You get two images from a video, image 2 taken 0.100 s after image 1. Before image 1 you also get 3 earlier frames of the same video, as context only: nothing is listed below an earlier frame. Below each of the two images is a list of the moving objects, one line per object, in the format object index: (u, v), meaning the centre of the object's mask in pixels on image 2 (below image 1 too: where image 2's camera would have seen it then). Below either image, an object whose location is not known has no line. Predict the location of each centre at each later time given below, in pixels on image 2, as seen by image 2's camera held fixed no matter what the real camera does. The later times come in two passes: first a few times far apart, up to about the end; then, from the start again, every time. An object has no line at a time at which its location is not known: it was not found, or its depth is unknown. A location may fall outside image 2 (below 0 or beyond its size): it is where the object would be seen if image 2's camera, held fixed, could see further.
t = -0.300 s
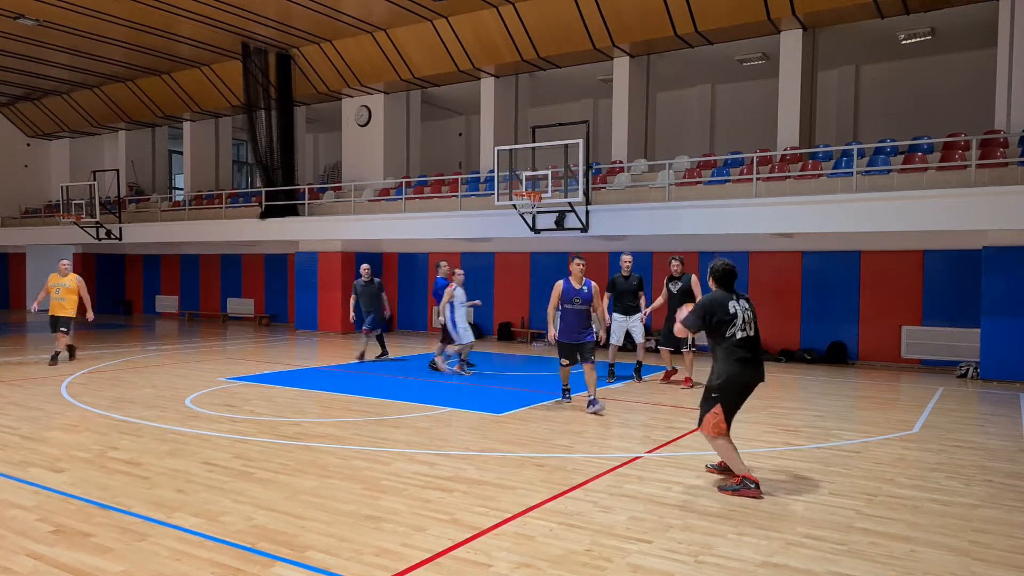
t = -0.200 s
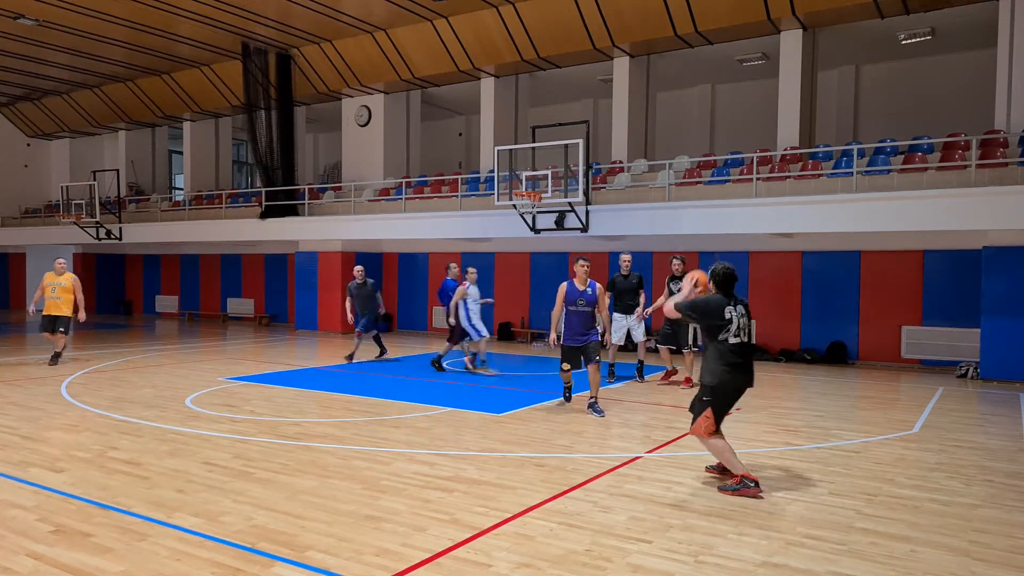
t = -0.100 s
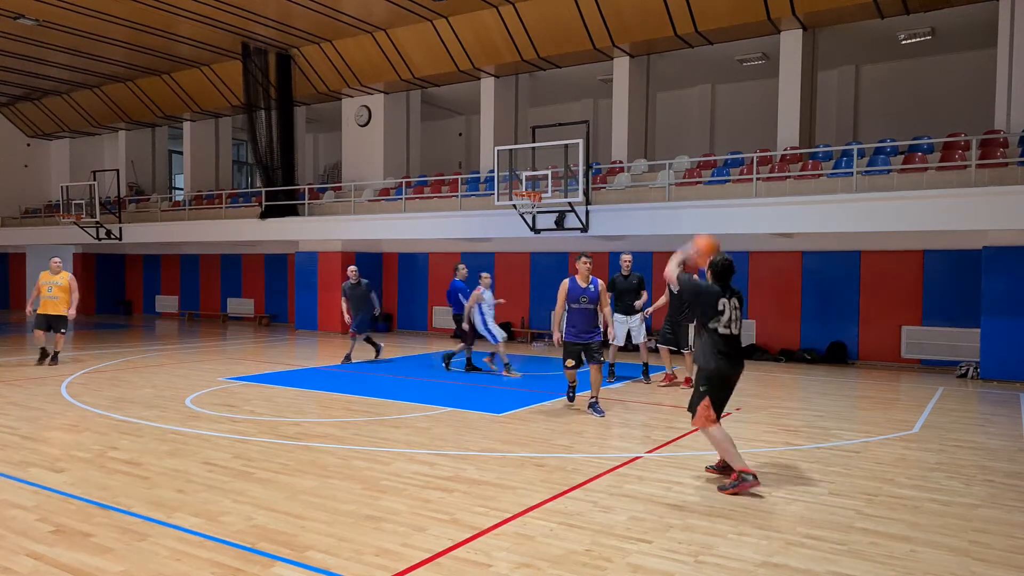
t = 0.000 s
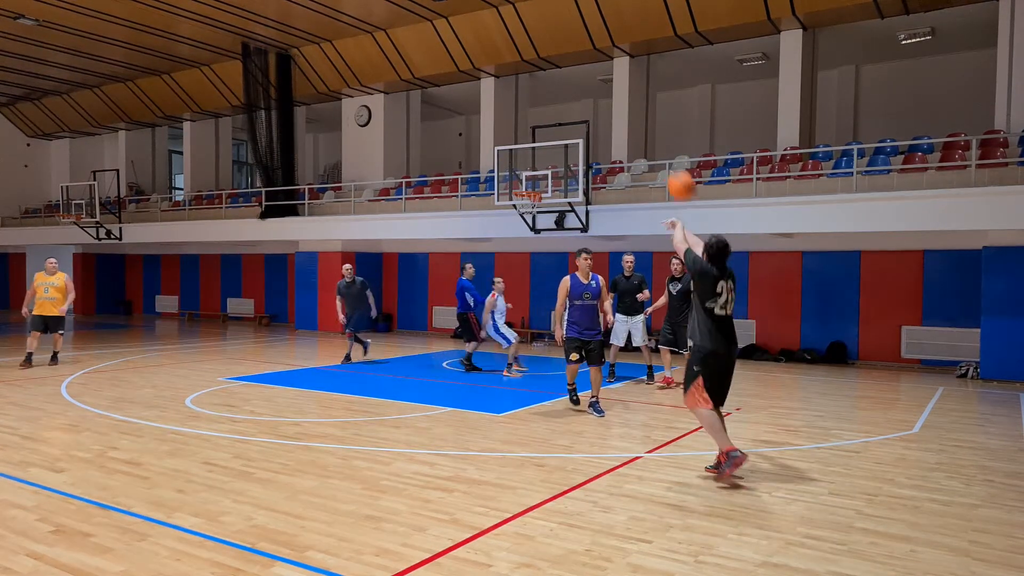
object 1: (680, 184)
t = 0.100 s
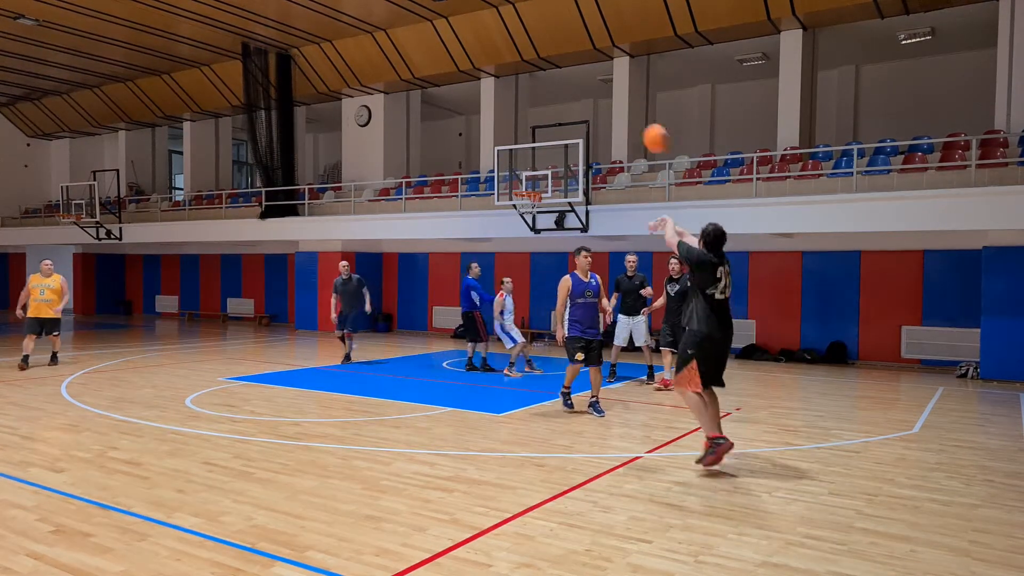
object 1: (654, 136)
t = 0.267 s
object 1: (622, 94)
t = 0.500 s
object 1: (587, 84)
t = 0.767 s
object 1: (555, 117)
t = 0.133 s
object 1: (647, 123)
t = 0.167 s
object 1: (641, 114)
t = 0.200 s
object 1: (635, 106)
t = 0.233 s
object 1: (629, 100)
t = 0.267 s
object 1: (622, 94)
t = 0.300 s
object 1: (616, 90)
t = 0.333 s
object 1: (610, 86)
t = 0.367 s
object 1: (605, 84)
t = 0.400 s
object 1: (600, 83)
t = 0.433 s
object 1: (595, 82)
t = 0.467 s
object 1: (591, 83)
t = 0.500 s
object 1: (587, 84)
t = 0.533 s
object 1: (582, 86)
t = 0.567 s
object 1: (578, 88)
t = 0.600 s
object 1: (574, 92)
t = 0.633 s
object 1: (570, 95)
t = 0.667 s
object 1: (566, 100)
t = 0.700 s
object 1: (563, 105)
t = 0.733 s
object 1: (559, 111)
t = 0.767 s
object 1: (555, 117)
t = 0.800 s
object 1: (553, 123)
